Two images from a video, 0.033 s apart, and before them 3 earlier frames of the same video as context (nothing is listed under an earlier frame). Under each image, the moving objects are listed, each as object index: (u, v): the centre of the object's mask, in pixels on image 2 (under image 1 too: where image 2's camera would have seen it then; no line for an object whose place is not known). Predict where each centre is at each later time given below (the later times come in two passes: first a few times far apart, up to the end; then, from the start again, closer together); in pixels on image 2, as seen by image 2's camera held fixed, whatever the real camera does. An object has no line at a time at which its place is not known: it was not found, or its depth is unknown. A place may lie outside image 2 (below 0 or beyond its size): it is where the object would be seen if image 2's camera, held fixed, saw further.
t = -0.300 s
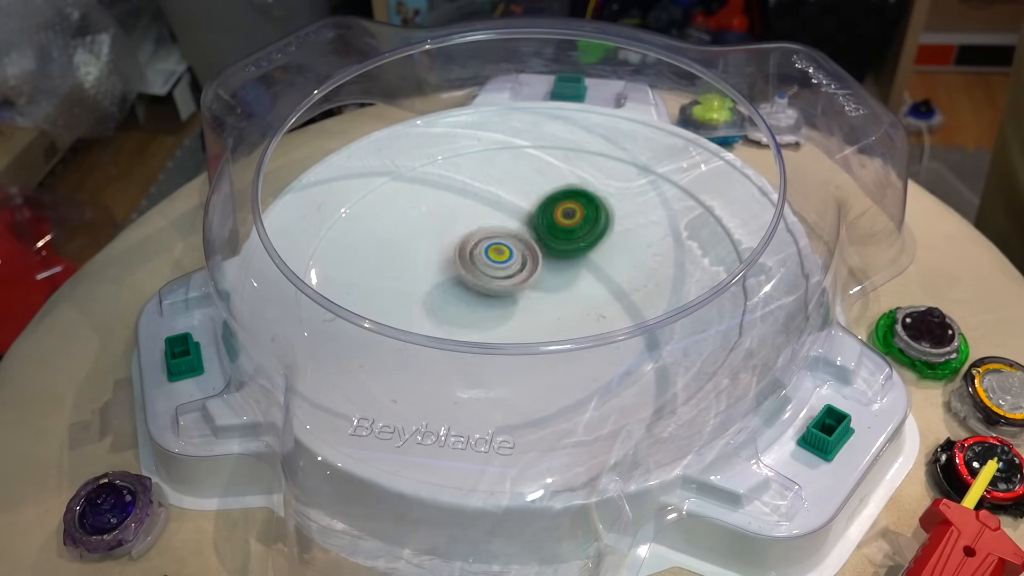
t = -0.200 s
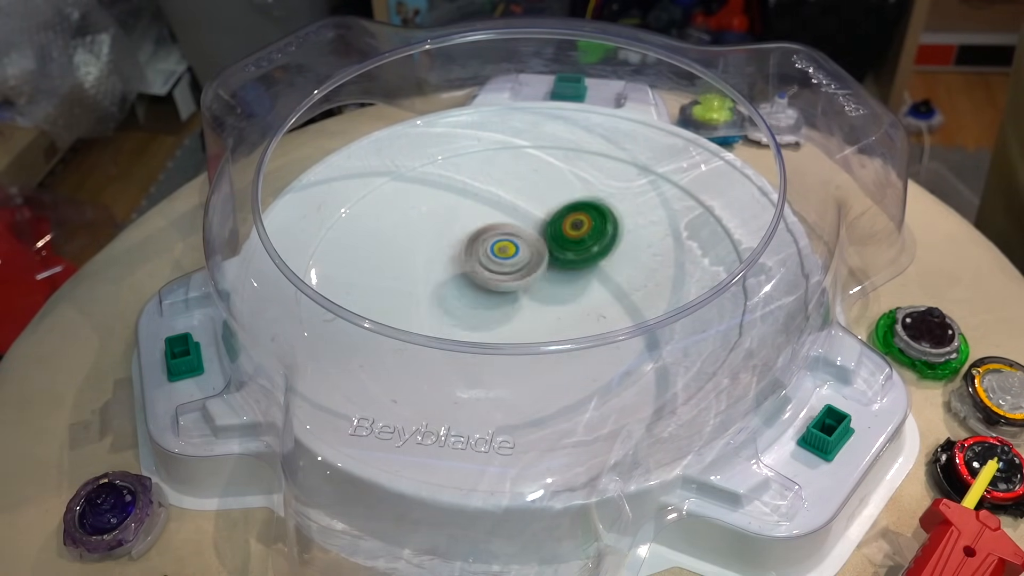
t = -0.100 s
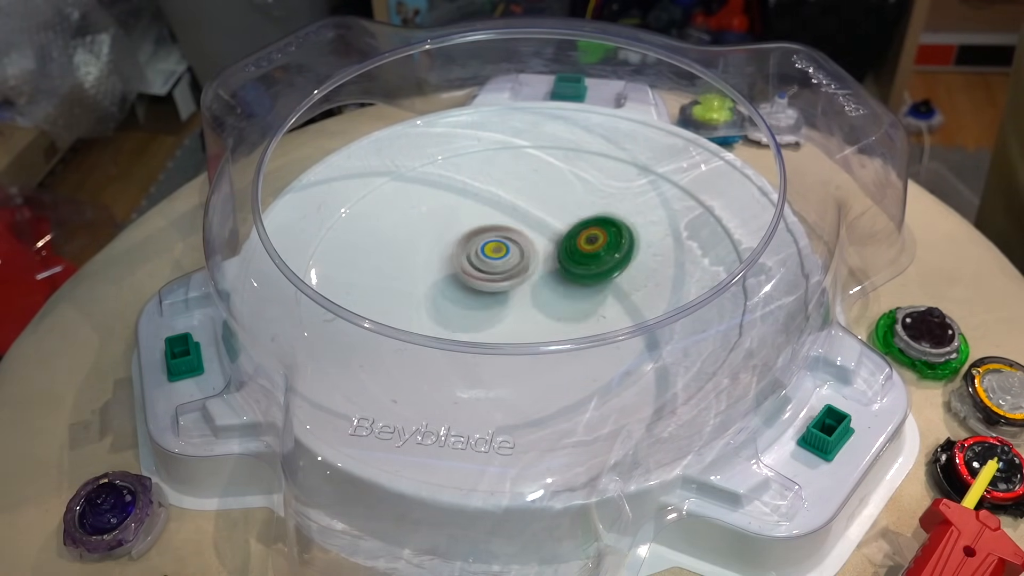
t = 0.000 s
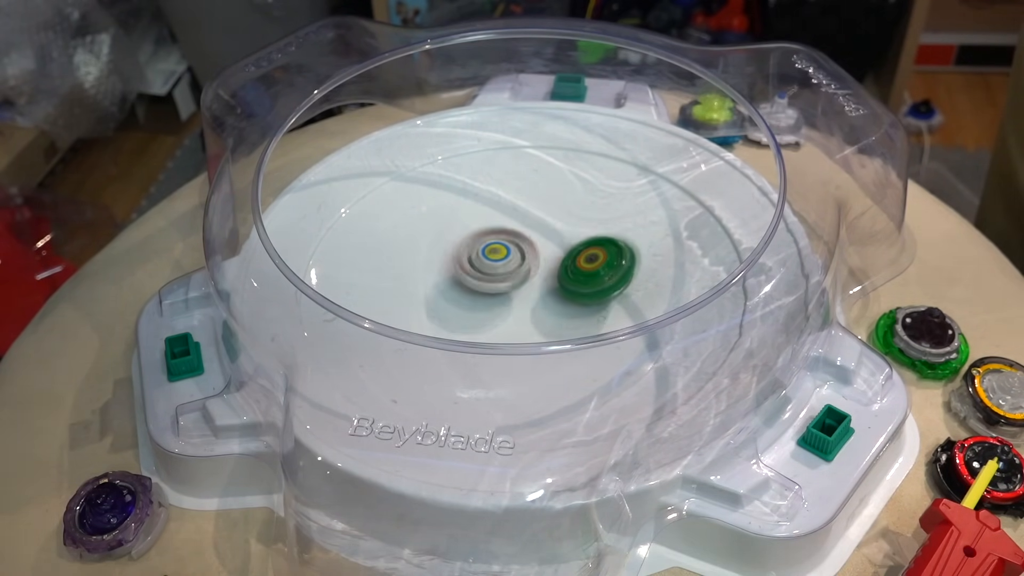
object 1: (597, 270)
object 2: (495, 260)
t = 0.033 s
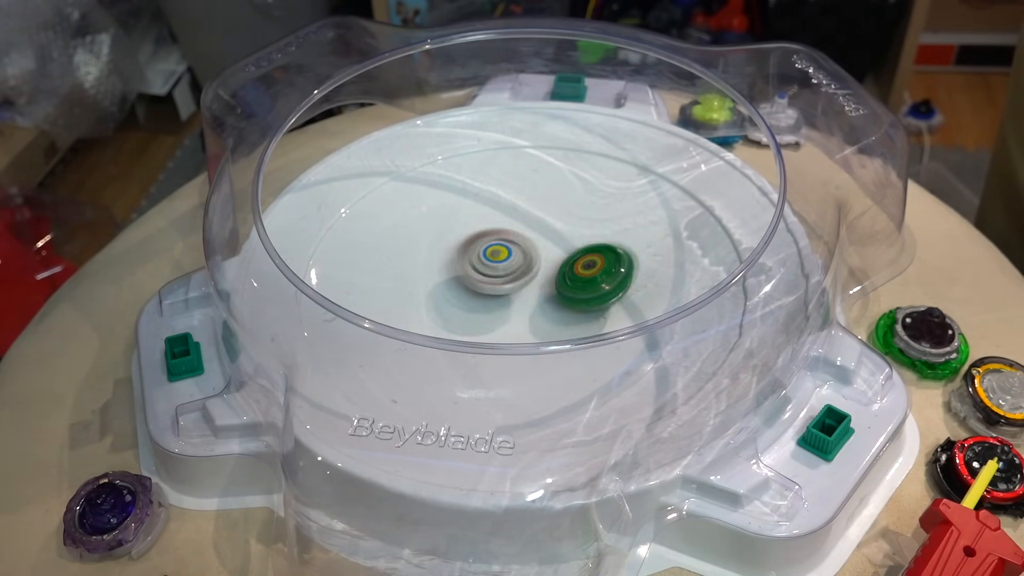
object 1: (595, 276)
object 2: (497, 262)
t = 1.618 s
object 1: (584, 237)
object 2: (470, 312)
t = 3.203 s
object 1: (553, 252)
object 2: (472, 302)
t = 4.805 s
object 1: (468, 249)
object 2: (548, 296)
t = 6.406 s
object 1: (495, 245)
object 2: (519, 296)
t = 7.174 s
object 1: (495, 245)
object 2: (518, 296)
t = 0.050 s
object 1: (594, 280)
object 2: (498, 263)
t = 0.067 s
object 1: (592, 283)
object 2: (498, 263)
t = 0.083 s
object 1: (591, 286)
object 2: (499, 264)
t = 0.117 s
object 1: (587, 293)
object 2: (499, 264)
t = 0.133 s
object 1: (584, 296)
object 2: (501, 266)
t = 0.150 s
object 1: (583, 299)
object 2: (501, 266)
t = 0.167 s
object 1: (580, 302)
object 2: (503, 267)
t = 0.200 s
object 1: (574, 307)
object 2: (503, 268)
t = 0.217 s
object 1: (571, 308)
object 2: (503, 269)
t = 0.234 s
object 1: (567, 311)
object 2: (504, 268)
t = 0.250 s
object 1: (565, 312)
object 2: (504, 270)
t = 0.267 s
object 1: (561, 314)
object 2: (504, 270)
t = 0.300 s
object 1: (554, 317)
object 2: (507, 271)
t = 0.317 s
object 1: (551, 318)
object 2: (507, 271)
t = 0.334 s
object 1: (547, 320)
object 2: (507, 271)
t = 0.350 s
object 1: (541, 321)
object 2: (507, 270)
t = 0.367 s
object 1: (534, 324)
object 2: (512, 267)
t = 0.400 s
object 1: (513, 327)
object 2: (523, 262)
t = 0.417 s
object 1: (505, 336)
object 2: (526, 258)
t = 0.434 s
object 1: (496, 337)
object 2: (535, 256)
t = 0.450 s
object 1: (488, 340)
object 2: (537, 254)
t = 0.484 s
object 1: (471, 340)
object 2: (542, 248)
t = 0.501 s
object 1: (465, 339)
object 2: (546, 246)
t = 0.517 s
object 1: (458, 337)
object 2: (548, 243)
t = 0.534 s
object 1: (453, 335)
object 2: (549, 241)
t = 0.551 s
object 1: (447, 333)
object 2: (551, 238)
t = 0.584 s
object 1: (436, 327)
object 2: (555, 233)
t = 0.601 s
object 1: (432, 319)
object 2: (555, 230)
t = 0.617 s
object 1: (427, 317)
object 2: (558, 228)
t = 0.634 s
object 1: (424, 315)
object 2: (560, 225)
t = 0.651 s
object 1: (419, 313)
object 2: (561, 223)
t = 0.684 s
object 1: (413, 308)
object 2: (563, 221)
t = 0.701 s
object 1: (411, 305)
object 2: (565, 219)
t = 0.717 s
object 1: (409, 302)
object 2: (565, 219)
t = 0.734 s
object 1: (407, 298)
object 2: (565, 220)
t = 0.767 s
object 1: (405, 292)
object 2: (565, 220)
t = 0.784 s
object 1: (405, 288)
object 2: (565, 220)
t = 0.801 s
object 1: (405, 284)
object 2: (563, 220)
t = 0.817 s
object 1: (405, 280)
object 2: (562, 220)
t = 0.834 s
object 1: (407, 277)
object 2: (560, 221)
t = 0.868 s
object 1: (409, 269)
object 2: (559, 222)
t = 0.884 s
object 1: (411, 266)
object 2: (558, 222)
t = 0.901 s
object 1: (413, 262)
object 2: (559, 223)
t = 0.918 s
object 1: (415, 259)
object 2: (557, 224)
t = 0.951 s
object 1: (421, 252)
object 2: (555, 227)
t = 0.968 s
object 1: (424, 249)
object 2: (554, 228)
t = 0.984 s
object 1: (427, 245)
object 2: (553, 230)
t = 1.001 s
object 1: (431, 242)
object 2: (551, 233)
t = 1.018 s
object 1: (434, 239)
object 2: (549, 236)
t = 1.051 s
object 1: (443, 234)
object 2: (543, 242)
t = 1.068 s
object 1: (448, 231)
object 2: (540, 244)
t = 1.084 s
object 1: (452, 229)
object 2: (538, 248)
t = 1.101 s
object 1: (458, 227)
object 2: (535, 251)
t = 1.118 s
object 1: (461, 224)
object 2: (535, 255)
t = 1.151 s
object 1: (467, 216)
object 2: (534, 264)
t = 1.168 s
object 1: (469, 213)
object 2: (532, 269)
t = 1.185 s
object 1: (474, 211)
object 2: (529, 273)
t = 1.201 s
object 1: (478, 208)
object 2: (528, 277)
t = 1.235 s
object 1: (486, 205)
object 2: (523, 283)
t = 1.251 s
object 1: (491, 204)
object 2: (522, 286)
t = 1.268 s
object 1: (495, 203)
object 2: (520, 290)
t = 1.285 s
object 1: (500, 203)
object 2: (516, 291)
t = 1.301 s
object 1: (505, 202)
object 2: (514, 295)
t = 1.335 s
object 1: (515, 203)
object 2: (508, 299)
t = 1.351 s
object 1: (519, 203)
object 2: (504, 302)
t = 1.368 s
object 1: (524, 204)
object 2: (503, 305)
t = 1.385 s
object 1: (529, 205)
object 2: (500, 305)
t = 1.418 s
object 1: (539, 208)
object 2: (493, 310)
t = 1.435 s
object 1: (542, 209)
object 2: (489, 311)
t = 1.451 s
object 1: (547, 211)
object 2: (486, 312)
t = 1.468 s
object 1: (552, 213)
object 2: (483, 314)
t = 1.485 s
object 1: (556, 215)
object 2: (482, 314)
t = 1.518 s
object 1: (565, 219)
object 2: (477, 315)
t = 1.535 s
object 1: (569, 222)
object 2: (476, 315)
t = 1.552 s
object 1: (572, 225)
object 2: (473, 314)
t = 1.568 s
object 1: (575, 228)
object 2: (472, 314)
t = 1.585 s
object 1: (579, 231)
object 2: (472, 314)
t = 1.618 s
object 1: (584, 237)
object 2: (470, 312)
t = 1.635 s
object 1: (587, 240)
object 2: (471, 311)
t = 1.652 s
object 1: (589, 243)
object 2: (471, 310)
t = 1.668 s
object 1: (591, 247)
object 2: (469, 308)
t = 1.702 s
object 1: (594, 254)
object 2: (471, 306)
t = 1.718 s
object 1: (594, 258)
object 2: (471, 303)
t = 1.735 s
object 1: (595, 262)
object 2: (473, 302)
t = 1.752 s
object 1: (595, 265)
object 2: (472, 300)
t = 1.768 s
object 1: (595, 270)
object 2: (473, 298)
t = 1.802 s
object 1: (594, 277)
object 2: (475, 293)
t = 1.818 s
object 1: (593, 281)
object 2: (475, 290)
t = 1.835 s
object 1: (592, 285)
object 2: (477, 287)
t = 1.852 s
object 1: (591, 289)
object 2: (478, 285)
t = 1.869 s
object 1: (589, 292)
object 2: (480, 281)
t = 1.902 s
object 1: (585, 299)
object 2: (482, 276)
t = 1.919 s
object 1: (582, 303)
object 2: (484, 272)
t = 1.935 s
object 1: (579, 305)
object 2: (488, 270)
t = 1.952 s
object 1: (575, 307)
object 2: (489, 267)
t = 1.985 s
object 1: (569, 312)
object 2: (495, 261)
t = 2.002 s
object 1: (565, 314)
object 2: (497, 259)
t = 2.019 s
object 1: (561, 315)
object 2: (501, 255)
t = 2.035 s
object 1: (557, 317)
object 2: (504, 254)
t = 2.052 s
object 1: (553, 318)
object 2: (507, 252)
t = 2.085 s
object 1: (544, 320)
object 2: (512, 246)
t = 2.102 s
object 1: (540, 321)
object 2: (516, 244)
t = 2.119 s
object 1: (535, 321)
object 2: (518, 241)
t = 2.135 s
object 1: (531, 322)
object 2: (522, 240)
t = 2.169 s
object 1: (522, 322)
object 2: (527, 236)
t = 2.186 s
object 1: (517, 322)
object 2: (530, 235)
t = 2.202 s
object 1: (513, 321)
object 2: (533, 233)
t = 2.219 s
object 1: (509, 321)
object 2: (537, 233)
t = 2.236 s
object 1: (504, 320)
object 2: (540, 233)
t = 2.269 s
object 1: (496, 317)
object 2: (545, 231)
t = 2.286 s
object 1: (492, 316)
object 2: (547, 232)
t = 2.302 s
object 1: (488, 314)
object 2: (548, 232)
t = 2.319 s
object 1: (485, 312)
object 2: (551, 231)
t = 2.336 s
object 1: (481, 311)
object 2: (552, 233)
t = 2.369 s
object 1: (474, 306)
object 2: (554, 233)
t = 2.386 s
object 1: (471, 304)
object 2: (555, 235)
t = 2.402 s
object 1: (468, 301)
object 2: (556, 236)
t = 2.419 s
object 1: (466, 297)
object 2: (556, 237)
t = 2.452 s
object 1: (462, 292)
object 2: (558, 241)
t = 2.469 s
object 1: (460, 288)
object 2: (558, 242)
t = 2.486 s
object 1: (458, 285)
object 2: (558, 244)
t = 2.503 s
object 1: (457, 283)
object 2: (559, 246)
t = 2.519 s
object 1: (456, 279)
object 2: (558, 247)
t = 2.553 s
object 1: (456, 273)
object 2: (559, 252)
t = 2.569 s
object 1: (456, 270)
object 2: (559, 253)
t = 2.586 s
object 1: (457, 267)
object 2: (558, 257)
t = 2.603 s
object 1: (457, 265)
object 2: (556, 259)
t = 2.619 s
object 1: (458, 262)
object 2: (555, 261)
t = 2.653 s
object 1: (461, 257)
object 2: (552, 267)
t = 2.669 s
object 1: (463, 254)
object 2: (550, 269)
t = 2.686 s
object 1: (465, 252)
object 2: (549, 272)
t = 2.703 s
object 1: (467, 250)
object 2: (547, 275)
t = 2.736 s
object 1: (469, 242)
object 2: (545, 286)
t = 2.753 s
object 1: (469, 237)
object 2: (545, 290)
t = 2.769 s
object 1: (471, 233)
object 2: (543, 295)
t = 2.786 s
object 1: (473, 229)
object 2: (543, 299)
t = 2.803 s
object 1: (475, 226)
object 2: (541, 301)
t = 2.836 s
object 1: (480, 222)
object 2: (538, 305)
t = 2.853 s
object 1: (484, 220)
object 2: (535, 308)
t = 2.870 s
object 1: (487, 219)
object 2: (534, 309)
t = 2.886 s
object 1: (490, 218)
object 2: (530, 310)
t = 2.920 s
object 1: (497, 218)
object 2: (526, 313)
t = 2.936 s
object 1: (501, 218)
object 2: (523, 314)
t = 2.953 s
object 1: (504, 219)
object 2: (520, 315)
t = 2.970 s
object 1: (507, 220)
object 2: (515, 316)
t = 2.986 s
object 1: (511, 221)
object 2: (513, 316)
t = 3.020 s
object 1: (518, 224)
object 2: (504, 317)
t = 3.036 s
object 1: (521, 226)
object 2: (502, 317)
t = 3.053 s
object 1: (525, 228)
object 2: (497, 316)
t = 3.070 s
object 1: (529, 230)
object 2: (495, 315)
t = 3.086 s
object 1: (532, 232)
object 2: (491, 314)
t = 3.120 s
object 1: (539, 237)
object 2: (484, 313)
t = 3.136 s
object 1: (542, 239)
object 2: (480, 310)
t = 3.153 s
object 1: (545, 242)
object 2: (479, 309)
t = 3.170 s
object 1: (548, 245)
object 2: (475, 306)
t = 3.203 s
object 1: (553, 252)
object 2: (472, 302)
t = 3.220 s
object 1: (555, 254)
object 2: (470, 300)
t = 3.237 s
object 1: (557, 259)
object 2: (468, 298)
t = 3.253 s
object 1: (558, 262)
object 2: (467, 295)
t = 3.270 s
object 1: (560, 265)
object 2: (468, 293)
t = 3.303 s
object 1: (561, 272)
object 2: (467, 288)
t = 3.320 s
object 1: (561, 276)
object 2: (468, 286)
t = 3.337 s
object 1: (561, 279)
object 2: (468, 283)
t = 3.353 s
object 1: (561, 282)
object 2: (469, 280)
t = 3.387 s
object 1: (564, 290)
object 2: (469, 274)
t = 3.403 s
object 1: (564, 292)
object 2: (468, 270)
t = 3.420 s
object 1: (563, 295)
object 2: (469, 268)
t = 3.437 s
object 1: (562, 298)
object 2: (470, 266)
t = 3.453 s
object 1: (560, 301)
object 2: (472, 264)
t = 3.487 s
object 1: (556, 306)
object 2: (476, 260)
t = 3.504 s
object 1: (553, 307)
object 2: (479, 259)
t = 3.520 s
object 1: (550, 308)
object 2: (480, 256)
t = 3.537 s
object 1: (548, 309)
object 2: (482, 256)
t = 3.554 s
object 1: (544, 310)
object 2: (486, 254)
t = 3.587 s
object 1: (537, 311)
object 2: (491, 253)
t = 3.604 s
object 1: (532, 310)
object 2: (494, 251)
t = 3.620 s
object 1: (527, 311)
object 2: (498, 251)
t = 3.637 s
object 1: (523, 312)
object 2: (500, 249)
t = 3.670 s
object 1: (516, 315)
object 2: (504, 245)
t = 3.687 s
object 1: (513, 315)
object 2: (506, 243)
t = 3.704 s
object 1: (509, 316)
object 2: (510, 243)
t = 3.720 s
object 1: (506, 316)
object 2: (512, 243)
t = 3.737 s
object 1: (503, 315)
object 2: (516, 243)
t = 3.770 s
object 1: (496, 313)
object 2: (523, 245)
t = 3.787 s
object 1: (492, 312)
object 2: (524, 248)
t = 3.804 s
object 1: (490, 312)
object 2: (528, 248)
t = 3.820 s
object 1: (487, 311)
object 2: (528, 250)
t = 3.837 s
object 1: (484, 309)
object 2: (532, 252)
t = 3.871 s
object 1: (478, 305)
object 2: (535, 256)
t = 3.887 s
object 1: (469, 304)
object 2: (539, 257)
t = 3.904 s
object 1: (462, 305)
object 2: (545, 254)
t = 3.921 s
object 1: (457, 304)
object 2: (550, 255)
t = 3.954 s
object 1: (449, 300)
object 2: (559, 253)
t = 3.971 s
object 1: (446, 298)
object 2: (559, 254)
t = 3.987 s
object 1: (444, 297)
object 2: (560, 254)
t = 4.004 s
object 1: (443, 294)
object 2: (561, 255)
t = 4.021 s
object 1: (442, 292)
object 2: (559, 258)
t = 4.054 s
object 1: (443, 287)
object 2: (556, 261)
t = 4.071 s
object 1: (444, 285)
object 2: (555, 263)
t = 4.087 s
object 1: (446, 283)
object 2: (551, 265)
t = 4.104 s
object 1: (447, 281)
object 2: (548, 267)
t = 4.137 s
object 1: (452, 277)
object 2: (543, 270)
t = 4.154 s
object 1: (454, 274)
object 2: (540, 270)
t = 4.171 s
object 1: (457, 275)
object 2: (540, 272)
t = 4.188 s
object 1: (457, 273)
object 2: (537, 272)
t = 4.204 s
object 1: (454, 270)
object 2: (542, 276)
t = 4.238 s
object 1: (441, 261)
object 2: (554, 283)
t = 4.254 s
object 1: (437, 255)
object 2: (559, 286)
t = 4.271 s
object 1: (433, 250)
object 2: (564, 288)
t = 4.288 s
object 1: (431, 247)
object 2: (569, 290)
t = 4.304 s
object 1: (429, 244)
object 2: (568, 293)
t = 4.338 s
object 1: (428, 240)
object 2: (569, 296)
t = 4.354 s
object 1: (430, 238)
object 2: (566, 298)
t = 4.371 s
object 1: (432, 238)
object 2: (566, 298)
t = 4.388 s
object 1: (436, 238)
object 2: (566, 298)
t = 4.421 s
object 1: (444, 241)
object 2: (566, 298)
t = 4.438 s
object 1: (449, 243)
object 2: (565, 298)
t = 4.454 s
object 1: (452, 246)
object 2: (563, 298)
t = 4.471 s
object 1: (455, 249)
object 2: (561, 298)
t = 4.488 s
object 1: (457, 251)
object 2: (560, 296)
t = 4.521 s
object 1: (465, 255)
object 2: (556, 296)
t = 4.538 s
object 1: (468, 258)
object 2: (554, 297)
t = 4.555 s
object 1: (470, 261)
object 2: (551, 295)
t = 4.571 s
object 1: (473, 264)
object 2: (550, 295)
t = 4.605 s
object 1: (476, 267)
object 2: (546, 292)
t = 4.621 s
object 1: (478, 269)
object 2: (544, 293)
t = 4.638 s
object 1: (478, 271)
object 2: (544, 292)
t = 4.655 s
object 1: (477, 271)
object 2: (544, 292)
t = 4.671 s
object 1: (476, 270)
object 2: (544, 292)
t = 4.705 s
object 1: (475, 264)
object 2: (547, 296)
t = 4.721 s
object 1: (472, 260)
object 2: (547, 296)
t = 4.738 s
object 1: (470, 256)
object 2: (545, 297)
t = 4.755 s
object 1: (468, 255)
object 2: (546, 298)
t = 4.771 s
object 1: (467, 254)
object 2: (545, 298)
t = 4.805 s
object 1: (468, 249)
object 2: (548, 296)
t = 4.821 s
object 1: (467, 248)
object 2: (548, 296)
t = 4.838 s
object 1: (465, 249)
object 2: (548, 294)
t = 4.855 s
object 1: (464, 249)
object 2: (549, 295)
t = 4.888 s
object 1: (460, 249)
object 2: (552, 293)
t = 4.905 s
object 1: (460, 250)
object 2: (553, 292)
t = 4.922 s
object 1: (460, 250)
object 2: (552, 291)
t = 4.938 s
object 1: (461, 251)
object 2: (553, 292)
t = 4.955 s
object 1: (463, 252)
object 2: (552, 290)
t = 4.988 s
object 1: (467, 256)
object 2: (553, 289)
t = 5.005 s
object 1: (469, 257)
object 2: (551, 288)
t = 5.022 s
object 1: (471, 257)
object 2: (550, 287)
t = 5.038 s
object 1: (474, 258)
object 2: (549, 286)
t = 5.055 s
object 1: (475, 258)
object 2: (551, 285)
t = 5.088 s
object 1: (479, 257)
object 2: (550, 282)
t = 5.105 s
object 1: (482, 257)
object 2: (550, 281)
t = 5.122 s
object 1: (486, 257)
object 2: (550, 279)
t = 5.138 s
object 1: (486, 257)
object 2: (550, 278)
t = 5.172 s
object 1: (488, 258)
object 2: (551, 275)
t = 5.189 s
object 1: (489, 259)
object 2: (551, 273)
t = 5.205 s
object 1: (491, 259)
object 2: (551, 272)
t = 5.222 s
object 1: (491, 257)
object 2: (551, 272)
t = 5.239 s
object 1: (493, 255)
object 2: (550, 275)
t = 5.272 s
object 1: (494, 253)
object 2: (550, 276)
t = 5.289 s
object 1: (494, 253)
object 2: (548, 277)
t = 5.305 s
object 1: (494, 253)
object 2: (548, 279)
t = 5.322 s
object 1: (492, 254)
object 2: (547, 279)
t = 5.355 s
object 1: (493, 253)
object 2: (547, 283)
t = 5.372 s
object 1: (493, 253)
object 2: (546, 287)
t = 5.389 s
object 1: (494, 254)
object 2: (547, 290)
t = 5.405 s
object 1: (494, 253)
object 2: (545, 293)
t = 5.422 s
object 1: (494, 253)
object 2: (543, 294)
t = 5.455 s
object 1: (497, 255)
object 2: (542, 298)
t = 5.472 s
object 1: (497, 255)
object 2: (541, 300)
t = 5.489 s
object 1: (497, 256)
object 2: (543, 300)
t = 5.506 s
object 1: (497, 255)
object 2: (540, 299)
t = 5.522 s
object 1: (497, 254)
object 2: (540, 301)
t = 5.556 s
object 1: (496, 252)
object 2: (539, 303)
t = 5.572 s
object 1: (495, 251)
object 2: (538, 305)
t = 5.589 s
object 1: (495, 251)
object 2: (537, 304)
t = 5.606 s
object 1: (495, 250)
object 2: (536, 302)
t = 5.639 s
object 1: (495, 250)
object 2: (531, 305)
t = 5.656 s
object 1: (495, 249)
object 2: (531, 303)
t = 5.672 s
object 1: (496, 246)
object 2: (528, 301)
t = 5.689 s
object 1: (496, 246)
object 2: (526, 300)
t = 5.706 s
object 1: (496, 246)
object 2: (524, 303)
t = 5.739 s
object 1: (496, 246)
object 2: (527, 304)
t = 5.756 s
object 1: (494, 245)
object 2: (527, 304)
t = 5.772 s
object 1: (493, 245)
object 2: (527, 304)
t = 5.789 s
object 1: (493, 246)
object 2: (530, 302)
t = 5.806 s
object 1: (493, 246)
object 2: (531, 302)
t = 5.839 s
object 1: (493, 245)
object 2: (531, 304)
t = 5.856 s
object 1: (492, 244)
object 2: (529, 303)
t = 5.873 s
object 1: (492, 245)
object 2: (528, 302)
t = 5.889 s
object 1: (493, 247)
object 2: (528, 303)
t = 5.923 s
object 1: (494, 245)
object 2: (526, 303)
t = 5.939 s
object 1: (494, 244)
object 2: (524, 303)
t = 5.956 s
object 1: (494, 243)
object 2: (522, 302)
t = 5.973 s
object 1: (492, 243)
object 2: (520, 300)
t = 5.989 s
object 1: (493, 242)
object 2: (518, 301)
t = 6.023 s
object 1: (492, 244)
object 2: (516, 300)
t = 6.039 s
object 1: (492, 244)
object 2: (515, 299)
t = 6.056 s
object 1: (492, 244)
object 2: (514, 299)
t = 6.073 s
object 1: (492, 244)
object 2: (513, 299)
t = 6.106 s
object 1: (493, 244)
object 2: (513, 298)
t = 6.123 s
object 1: (493, 244)
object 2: (513, 298)
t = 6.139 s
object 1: (493, 244)
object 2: (514, 297)
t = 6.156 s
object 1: (493, 244)
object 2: (515, 297)
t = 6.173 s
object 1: (494, 244)
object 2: (516, 295)
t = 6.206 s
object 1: (495, 245)
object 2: (519, 295)
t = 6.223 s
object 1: (495, 245)
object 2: (519, 295)
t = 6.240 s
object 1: (495, 245)
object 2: (519, 295)
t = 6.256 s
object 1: (495, 245)
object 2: (519, 295)
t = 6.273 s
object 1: (495, 245)
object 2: (519, 295)
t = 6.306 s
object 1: (495, 245)
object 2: (519, 296)
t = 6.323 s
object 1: (495, 245)
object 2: (519, 296)
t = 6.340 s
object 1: (495, 245)
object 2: (519, 296)
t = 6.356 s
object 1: (495, 245)
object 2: (519, 296)
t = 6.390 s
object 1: (495, 245)
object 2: (519, 296)
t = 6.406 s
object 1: (495, 245)
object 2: (519, 296)
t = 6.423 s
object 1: (495, 245)
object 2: (519, 296)
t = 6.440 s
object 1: (495, 245)
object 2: (518, 296)
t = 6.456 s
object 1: (495, 245)
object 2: (518, 296)
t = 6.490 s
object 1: (495, 245)
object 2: (518, 296)
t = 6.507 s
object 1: (495, 245)
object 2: (518, 296)
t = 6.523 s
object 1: (495, 245)
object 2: (518, 296)
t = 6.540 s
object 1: (495, 245)
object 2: (518, 296)
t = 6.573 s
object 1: (495, 245)
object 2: (518, 296)
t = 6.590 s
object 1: (495, 245)
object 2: (518, 296)
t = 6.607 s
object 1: (495, 245)
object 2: (518, 296)
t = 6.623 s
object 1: (495, 245)
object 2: (518, 296)
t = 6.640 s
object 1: (495, 245)
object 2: (518, 296)
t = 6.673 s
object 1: (495, 245)
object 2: (518, 296)
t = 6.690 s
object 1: (495, 245)
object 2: (518, 296)
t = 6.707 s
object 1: (495, 245)
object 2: (518, 296)
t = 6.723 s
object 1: (495, 245)
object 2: (518, 296)
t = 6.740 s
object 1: (495, 245)
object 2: (518, 296)
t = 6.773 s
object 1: (495, 245)
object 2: (518, 296)
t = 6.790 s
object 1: (495, 245)
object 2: (518, 296)
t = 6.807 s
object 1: (495, 245)
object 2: (518, 296)
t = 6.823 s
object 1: (495, 245)
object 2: (518, 296)
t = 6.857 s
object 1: (495, 245)
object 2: (518, 296)
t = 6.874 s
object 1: (495, 245)
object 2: (518, 296)
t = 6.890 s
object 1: (495, 245)
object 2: (518, 296)
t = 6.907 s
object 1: (495, 245)
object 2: (518, 296)
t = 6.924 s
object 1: (495, 245)
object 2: (518, 296)
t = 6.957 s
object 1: (495, 245)
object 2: (518, 296)
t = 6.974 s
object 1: (495, 245)
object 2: (518, 296)
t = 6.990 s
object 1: (495, 245)
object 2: (518, 296)
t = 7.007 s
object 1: (495, 245)
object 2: (518, 296)
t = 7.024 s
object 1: (495, 245)
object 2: (518, 296)
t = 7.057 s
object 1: (495, 245)
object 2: (518, 296)
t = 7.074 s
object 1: (495, 245)
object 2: (518, 296)
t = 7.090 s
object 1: (495, 245)
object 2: (518, 296)
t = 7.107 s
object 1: (495, 245)
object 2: (518, 296)
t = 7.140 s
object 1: (495, 245)
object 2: (518, 296)
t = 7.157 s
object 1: (495, 245)
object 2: (518, 296)
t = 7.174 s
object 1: (495, 245)
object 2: (518, 296)
